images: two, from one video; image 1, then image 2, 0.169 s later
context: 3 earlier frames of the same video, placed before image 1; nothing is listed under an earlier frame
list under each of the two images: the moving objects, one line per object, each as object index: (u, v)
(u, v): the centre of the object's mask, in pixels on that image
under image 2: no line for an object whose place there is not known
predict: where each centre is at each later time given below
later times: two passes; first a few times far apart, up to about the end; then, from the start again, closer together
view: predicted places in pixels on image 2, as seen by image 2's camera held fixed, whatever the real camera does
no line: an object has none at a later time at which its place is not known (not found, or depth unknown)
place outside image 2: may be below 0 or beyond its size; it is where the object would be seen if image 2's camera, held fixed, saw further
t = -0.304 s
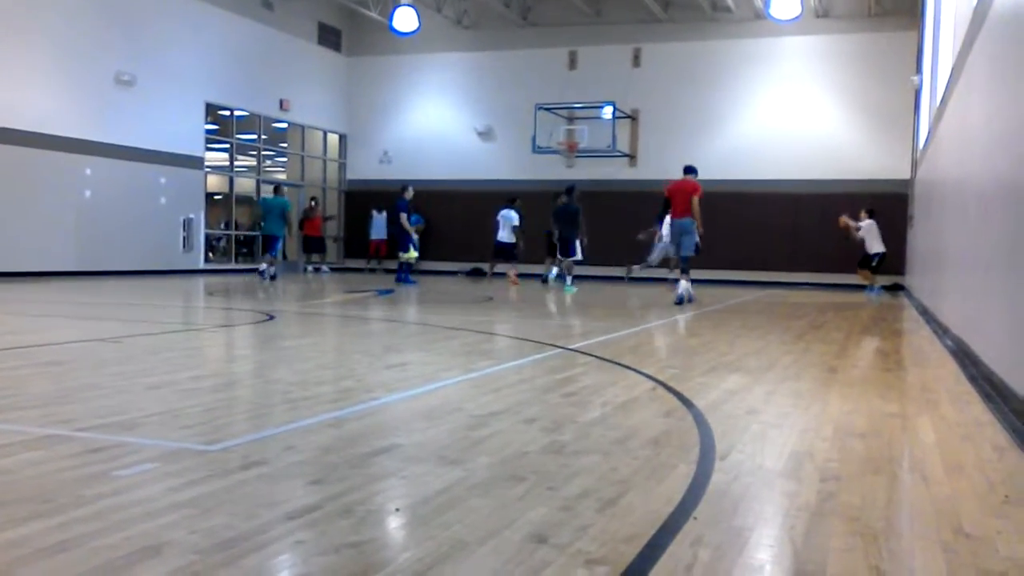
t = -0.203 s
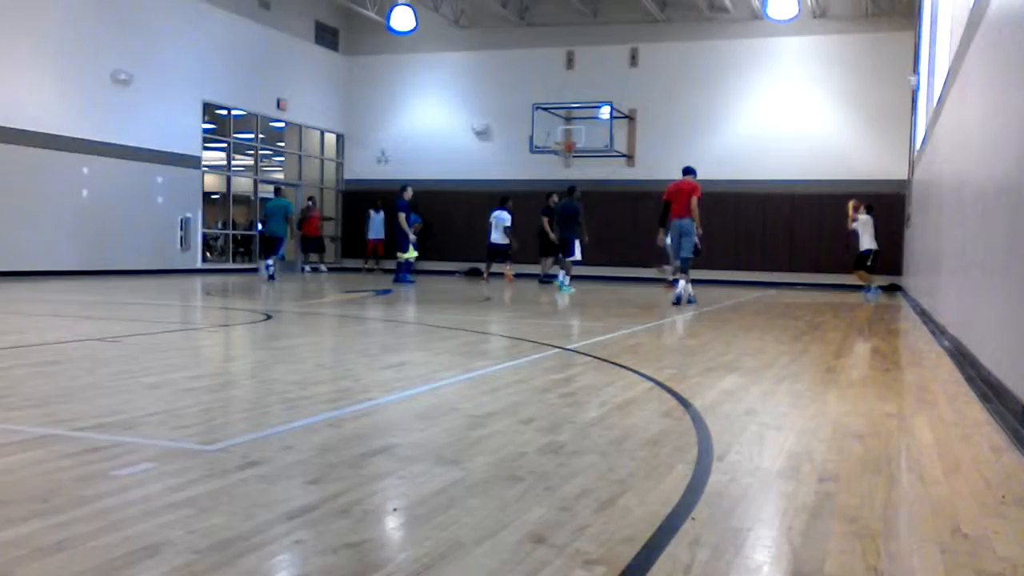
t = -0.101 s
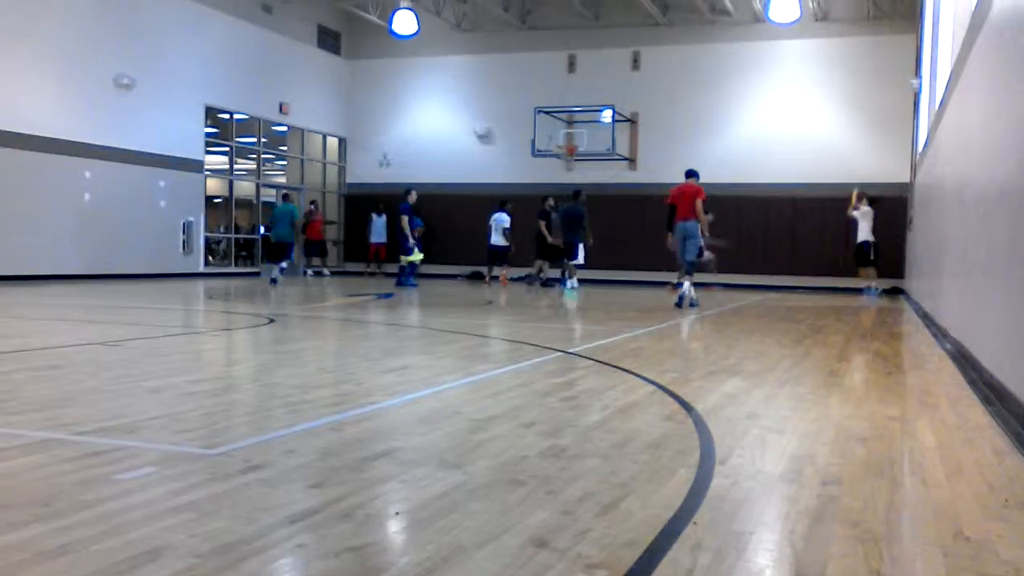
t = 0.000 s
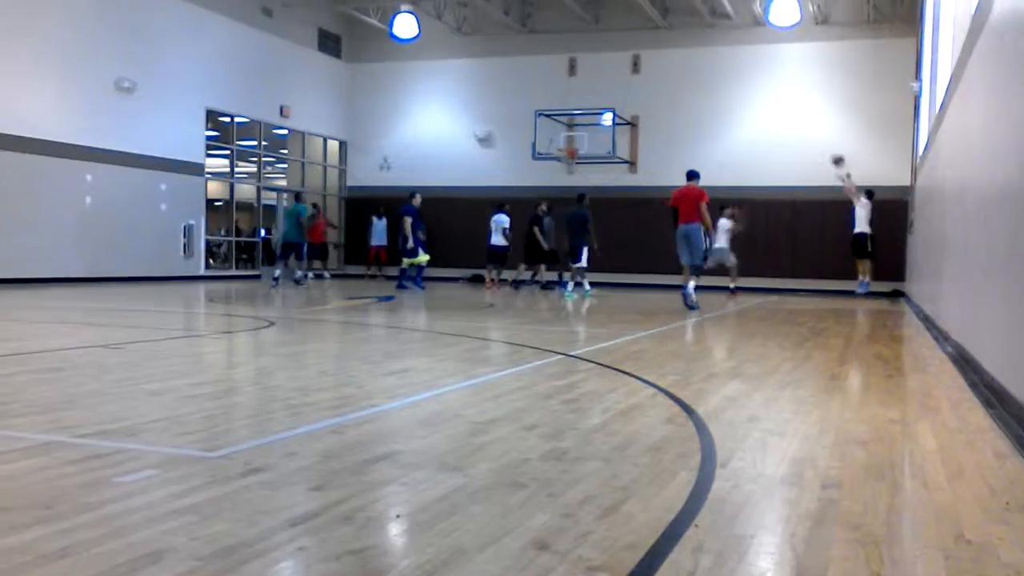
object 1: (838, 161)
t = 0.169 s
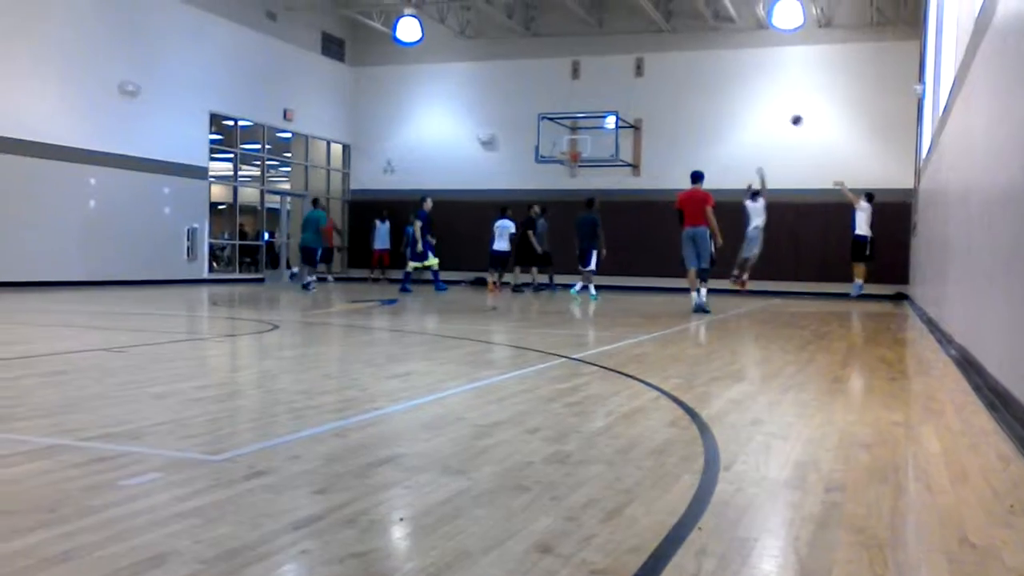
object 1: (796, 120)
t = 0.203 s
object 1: (787, 114)
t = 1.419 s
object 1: (585, 142)
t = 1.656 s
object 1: (603, 155)
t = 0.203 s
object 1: (787, 114)
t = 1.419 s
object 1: (585, 142)
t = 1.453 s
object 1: (587, 142)
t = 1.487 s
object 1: (591, 143)
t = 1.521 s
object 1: (592, 144)
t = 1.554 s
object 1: (595, 145)
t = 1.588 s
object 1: (598, 147)
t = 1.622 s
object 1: (601, 150)
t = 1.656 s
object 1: (603, 155)
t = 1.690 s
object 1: (605, 157)
